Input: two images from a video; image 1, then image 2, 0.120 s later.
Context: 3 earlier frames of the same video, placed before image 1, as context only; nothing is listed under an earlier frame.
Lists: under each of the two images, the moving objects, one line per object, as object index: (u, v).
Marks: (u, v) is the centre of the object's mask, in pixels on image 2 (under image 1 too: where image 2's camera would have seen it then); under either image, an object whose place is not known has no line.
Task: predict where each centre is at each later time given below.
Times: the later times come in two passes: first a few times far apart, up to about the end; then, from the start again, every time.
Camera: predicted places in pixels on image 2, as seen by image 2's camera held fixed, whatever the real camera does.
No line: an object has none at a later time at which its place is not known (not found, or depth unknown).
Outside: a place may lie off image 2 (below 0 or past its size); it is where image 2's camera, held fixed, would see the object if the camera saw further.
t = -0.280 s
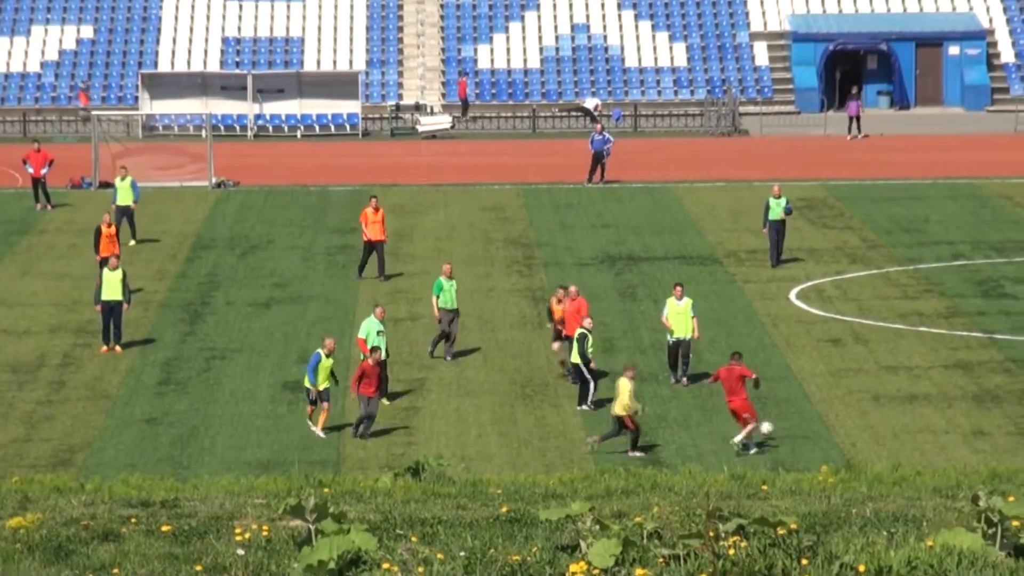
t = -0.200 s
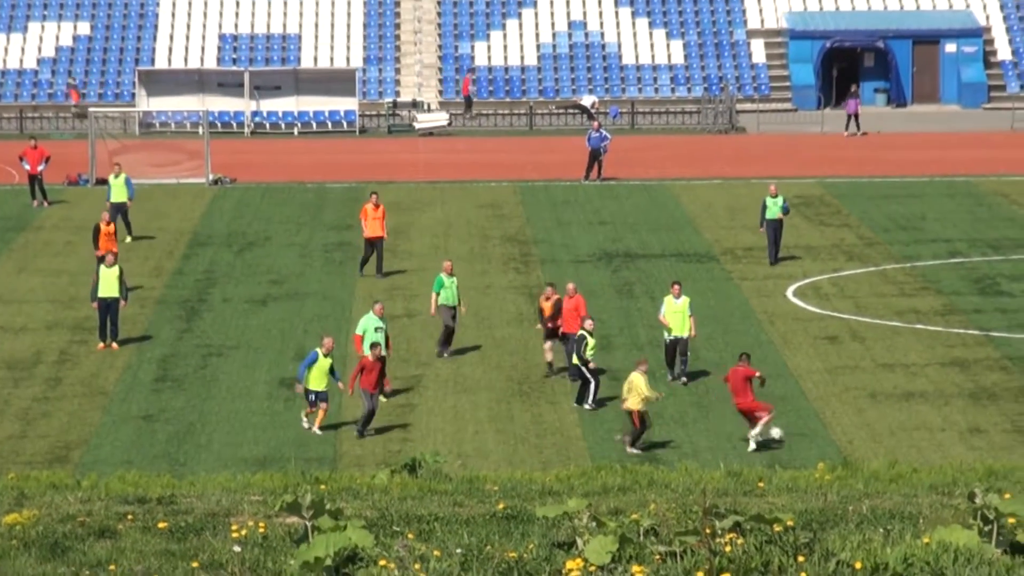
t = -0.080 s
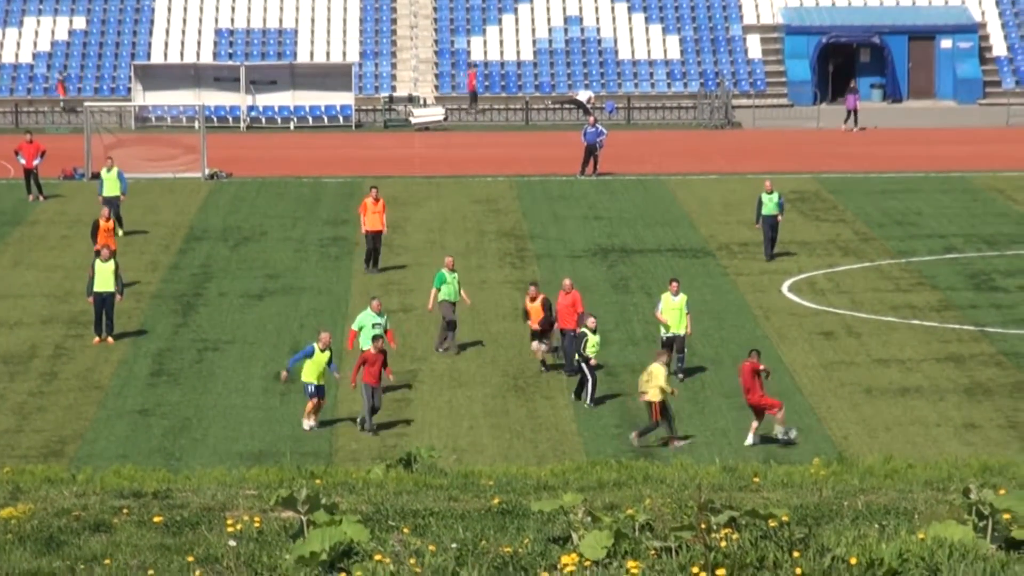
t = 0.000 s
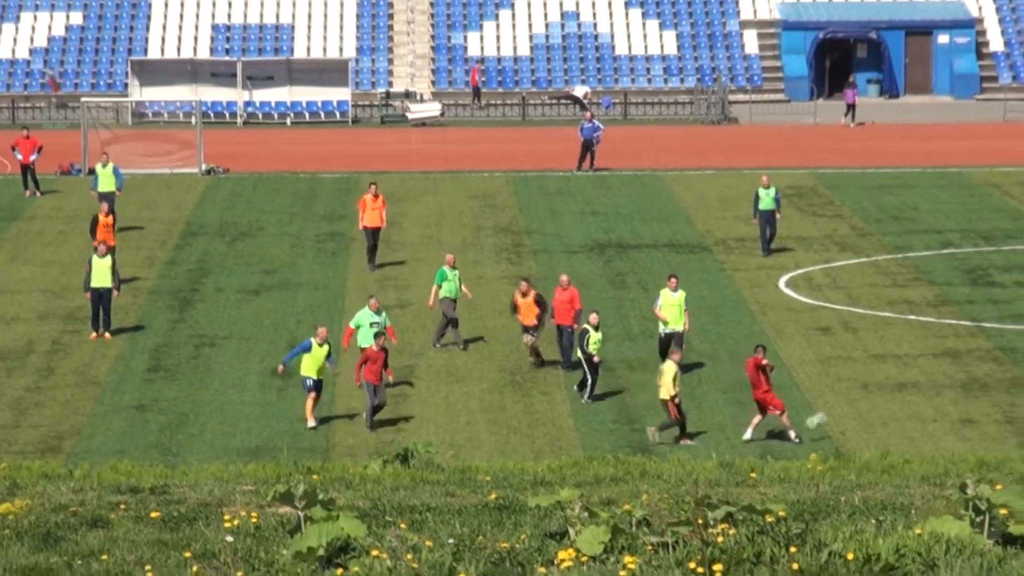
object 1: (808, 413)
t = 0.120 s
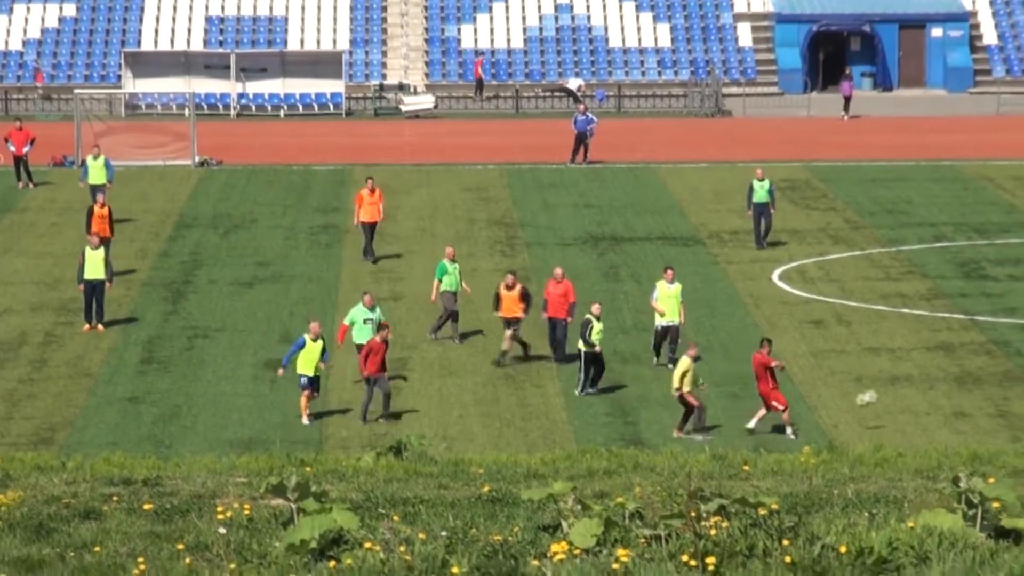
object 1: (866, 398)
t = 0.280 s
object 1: (944, 390)
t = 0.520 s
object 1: (1059, 408)
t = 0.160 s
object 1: (885, 394)
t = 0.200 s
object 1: (905, 392)
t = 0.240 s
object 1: (925, 390)
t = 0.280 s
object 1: (944, 390)
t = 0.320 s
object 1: (963, 390)
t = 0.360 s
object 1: (983, 392)
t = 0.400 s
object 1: (1002, 395)
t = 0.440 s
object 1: (1021, 398)
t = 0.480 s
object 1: (1041, 402)
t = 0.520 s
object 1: (1059, 408)
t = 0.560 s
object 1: (1078, 415)
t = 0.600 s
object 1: (1094, 417)
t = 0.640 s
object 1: (1107, 411)
